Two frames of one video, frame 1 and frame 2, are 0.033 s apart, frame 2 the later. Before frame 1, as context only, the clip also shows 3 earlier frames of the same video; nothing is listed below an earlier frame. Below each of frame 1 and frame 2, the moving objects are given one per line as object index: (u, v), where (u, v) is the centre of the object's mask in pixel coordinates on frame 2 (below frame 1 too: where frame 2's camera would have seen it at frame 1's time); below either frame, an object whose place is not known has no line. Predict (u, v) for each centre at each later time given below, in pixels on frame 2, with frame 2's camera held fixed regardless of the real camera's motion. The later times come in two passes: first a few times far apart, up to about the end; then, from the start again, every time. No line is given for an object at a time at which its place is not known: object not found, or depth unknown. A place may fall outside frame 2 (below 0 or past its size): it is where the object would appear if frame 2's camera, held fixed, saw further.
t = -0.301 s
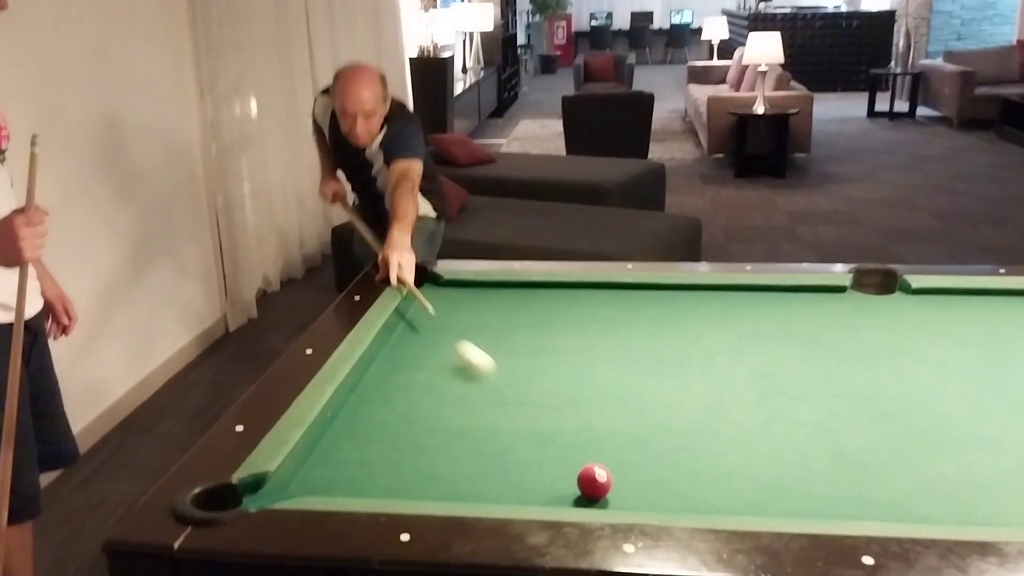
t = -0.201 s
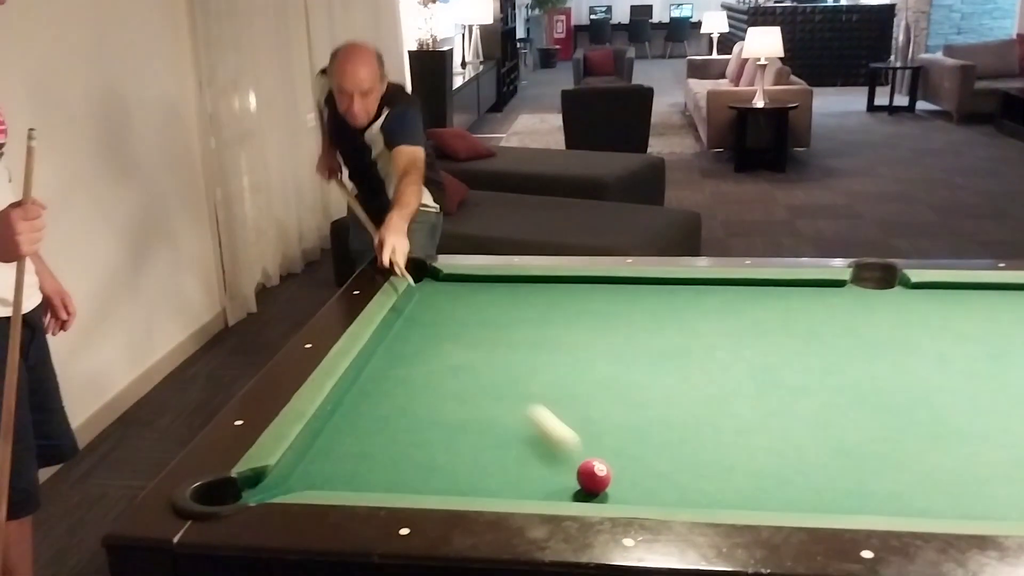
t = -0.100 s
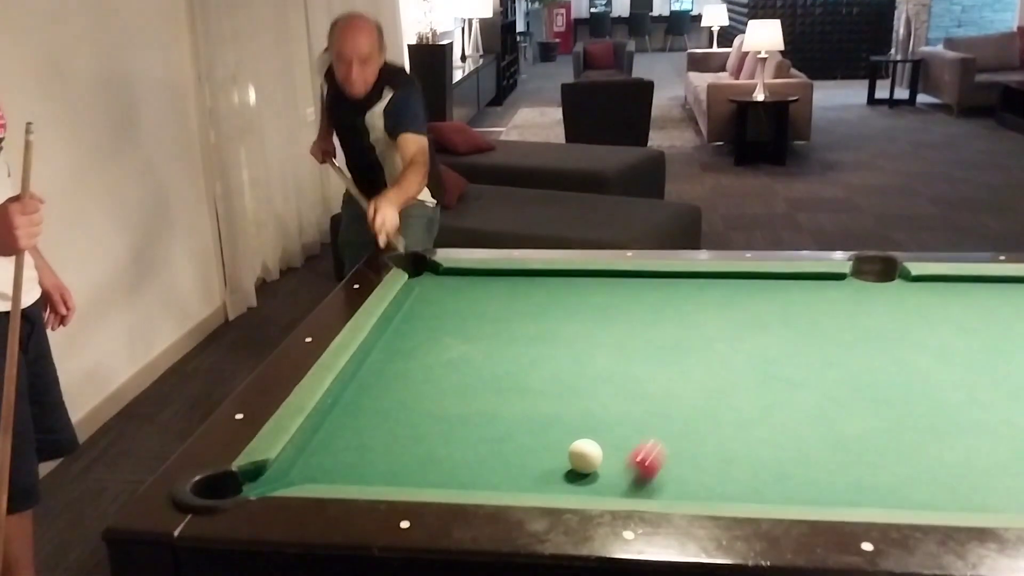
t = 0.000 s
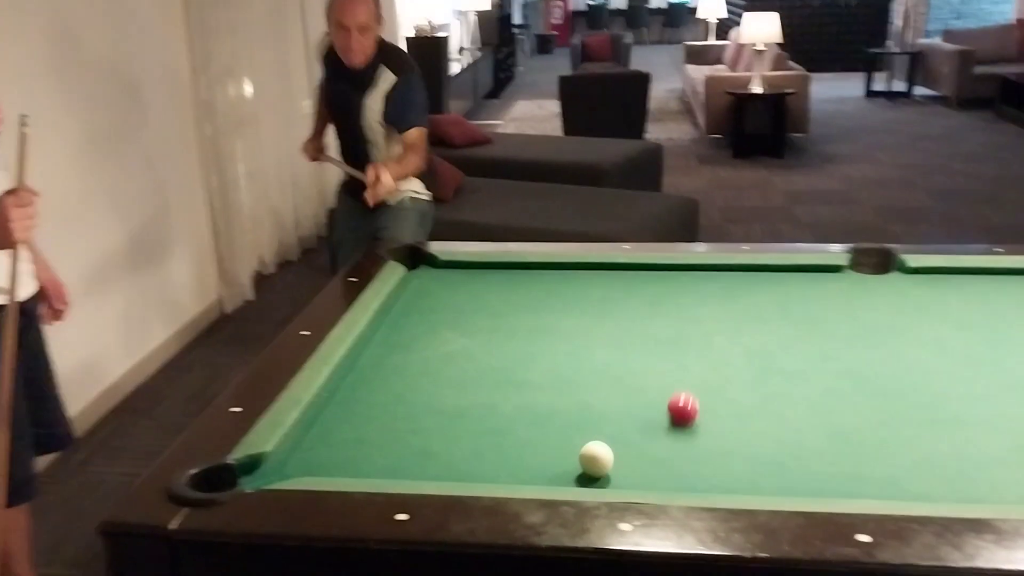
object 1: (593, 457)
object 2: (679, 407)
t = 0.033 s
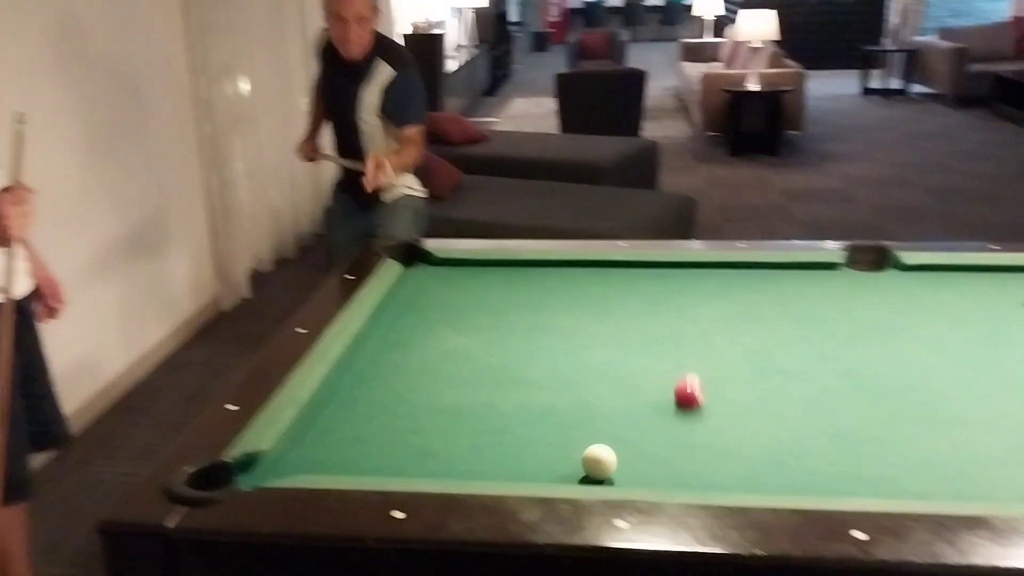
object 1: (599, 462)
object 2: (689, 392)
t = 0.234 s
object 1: (637, 469)
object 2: (732, 328)
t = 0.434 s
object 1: (660, 451)
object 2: (762, 282)
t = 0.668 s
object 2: (783, 286)
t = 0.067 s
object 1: (606, 468)
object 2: (698, 379)
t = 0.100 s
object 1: (615, 473)
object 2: (705, 368)
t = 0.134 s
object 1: (624, 475)
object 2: (712, 356)
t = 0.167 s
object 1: (628, 473)
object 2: (720, 346)
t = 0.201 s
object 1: (633, 471)
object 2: (726, 336)
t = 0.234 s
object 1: (637, 469)
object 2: (732, 328)
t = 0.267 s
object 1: (641, 467)
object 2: (737, 320)
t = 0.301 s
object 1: (645, 463)
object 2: (743, 312)
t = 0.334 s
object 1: (649, 460)
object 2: (748, 304)
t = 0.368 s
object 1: (653, 457)
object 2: (753, 297)
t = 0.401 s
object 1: (657, 454)
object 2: (758, 289)
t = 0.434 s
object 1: (660, 451)
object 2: (762, 282)
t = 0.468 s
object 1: (664, 448)
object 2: (767, 275)
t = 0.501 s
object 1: (667, 445)
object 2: (771, 269)
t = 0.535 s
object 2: (774, 268)
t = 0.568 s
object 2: (776, 272)
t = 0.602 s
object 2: (778, 277)
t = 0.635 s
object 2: (780, 281)
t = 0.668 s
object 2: (783, 286)
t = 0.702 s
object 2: (785, 290)
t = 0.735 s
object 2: (787, 293)
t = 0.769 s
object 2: (790, 297)
